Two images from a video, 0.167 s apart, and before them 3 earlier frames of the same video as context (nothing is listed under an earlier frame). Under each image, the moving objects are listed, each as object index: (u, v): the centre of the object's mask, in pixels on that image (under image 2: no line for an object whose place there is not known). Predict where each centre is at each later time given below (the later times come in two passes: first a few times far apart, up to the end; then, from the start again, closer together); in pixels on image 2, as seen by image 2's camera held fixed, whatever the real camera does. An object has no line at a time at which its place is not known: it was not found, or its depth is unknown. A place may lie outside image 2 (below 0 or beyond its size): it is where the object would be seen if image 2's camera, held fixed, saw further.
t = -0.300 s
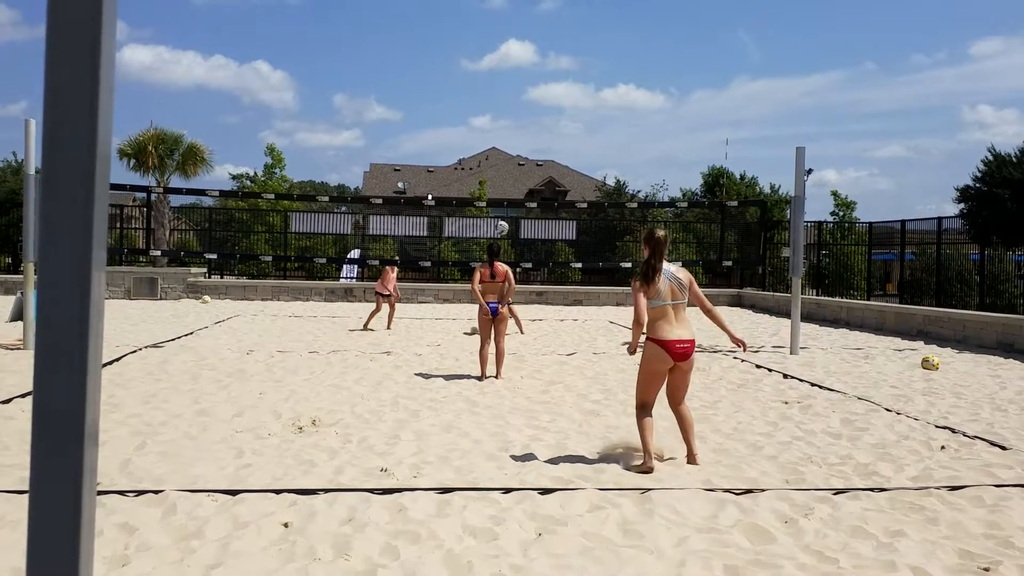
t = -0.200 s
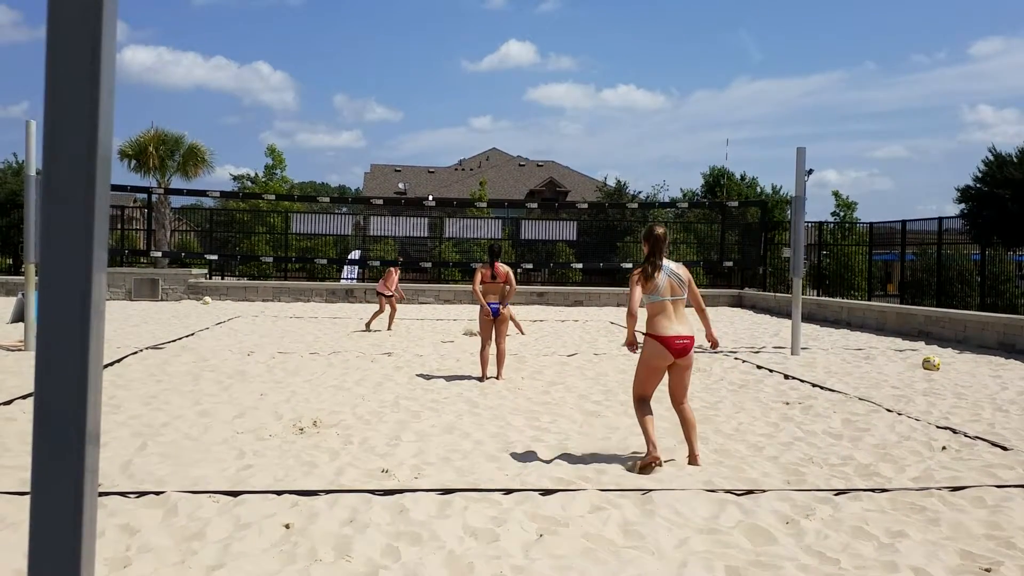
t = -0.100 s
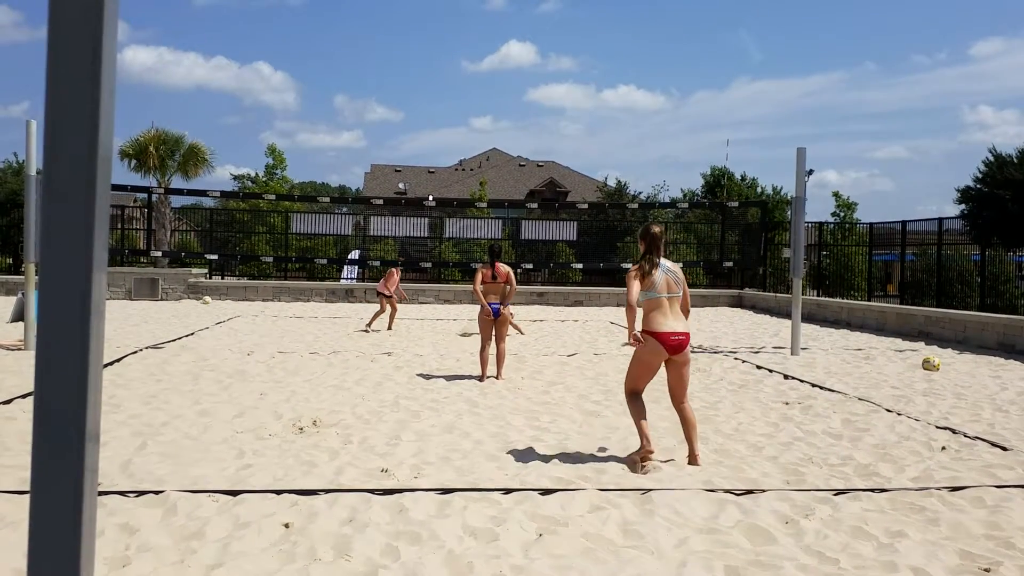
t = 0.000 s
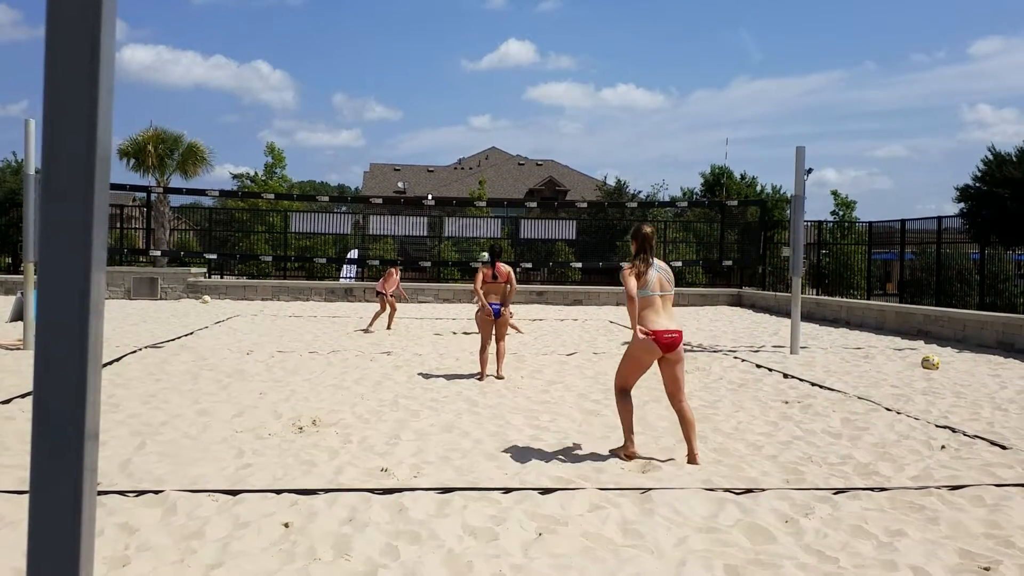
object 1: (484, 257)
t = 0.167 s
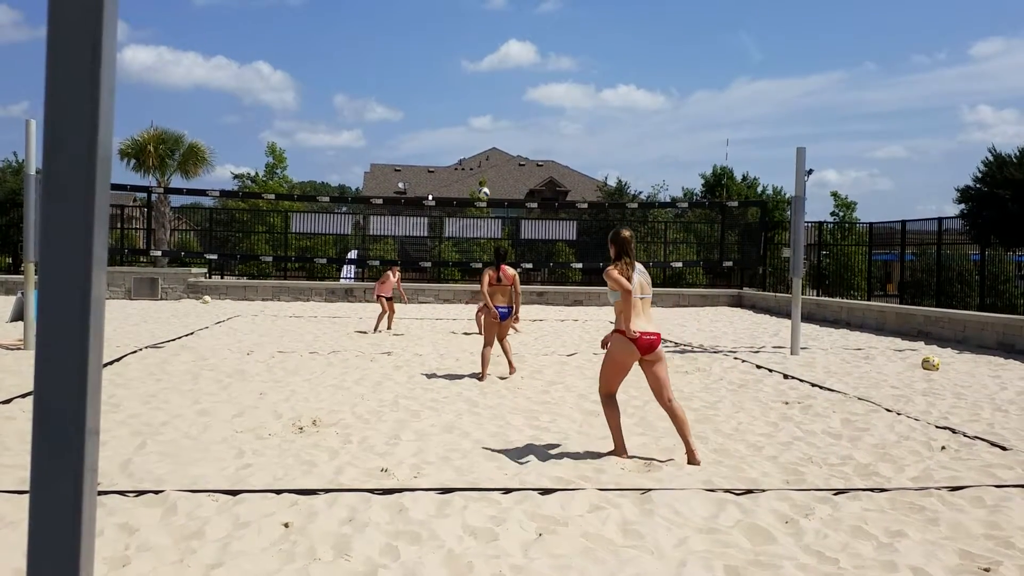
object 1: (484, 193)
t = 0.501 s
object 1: (479, 99)
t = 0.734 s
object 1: (475, 67)
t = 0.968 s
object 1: (471, 63)
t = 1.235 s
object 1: (465, 97)
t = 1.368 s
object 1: (461, 129)
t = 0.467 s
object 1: (480, 106)
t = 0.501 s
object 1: (479, 99)
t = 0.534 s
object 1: (478, 93)
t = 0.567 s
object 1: (478, 87)
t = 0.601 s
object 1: (478, 82)
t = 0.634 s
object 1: (477, 77)
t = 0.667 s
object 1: (476, 73)
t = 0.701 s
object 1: (476, 70)
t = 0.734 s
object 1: (475, 67)
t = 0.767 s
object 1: (475, 64)
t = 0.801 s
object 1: (474, 63)
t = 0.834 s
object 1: (473, 62)
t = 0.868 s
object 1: (473, 61)
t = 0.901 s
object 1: (472, 61)
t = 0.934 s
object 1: (471, 62)
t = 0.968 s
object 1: (471, 63)
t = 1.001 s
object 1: (470, 66)
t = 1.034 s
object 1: (469, 68)
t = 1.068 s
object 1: (469, 71)
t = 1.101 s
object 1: (468, 75)
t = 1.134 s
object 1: (467, 79)
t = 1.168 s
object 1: (466, 85)
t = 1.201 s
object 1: (466, 91)
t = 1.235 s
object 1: (465, 97)
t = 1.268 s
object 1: (464, 104)
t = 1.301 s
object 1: (463, 112)
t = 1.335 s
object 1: (462, 120)
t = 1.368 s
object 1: (461, 129)
